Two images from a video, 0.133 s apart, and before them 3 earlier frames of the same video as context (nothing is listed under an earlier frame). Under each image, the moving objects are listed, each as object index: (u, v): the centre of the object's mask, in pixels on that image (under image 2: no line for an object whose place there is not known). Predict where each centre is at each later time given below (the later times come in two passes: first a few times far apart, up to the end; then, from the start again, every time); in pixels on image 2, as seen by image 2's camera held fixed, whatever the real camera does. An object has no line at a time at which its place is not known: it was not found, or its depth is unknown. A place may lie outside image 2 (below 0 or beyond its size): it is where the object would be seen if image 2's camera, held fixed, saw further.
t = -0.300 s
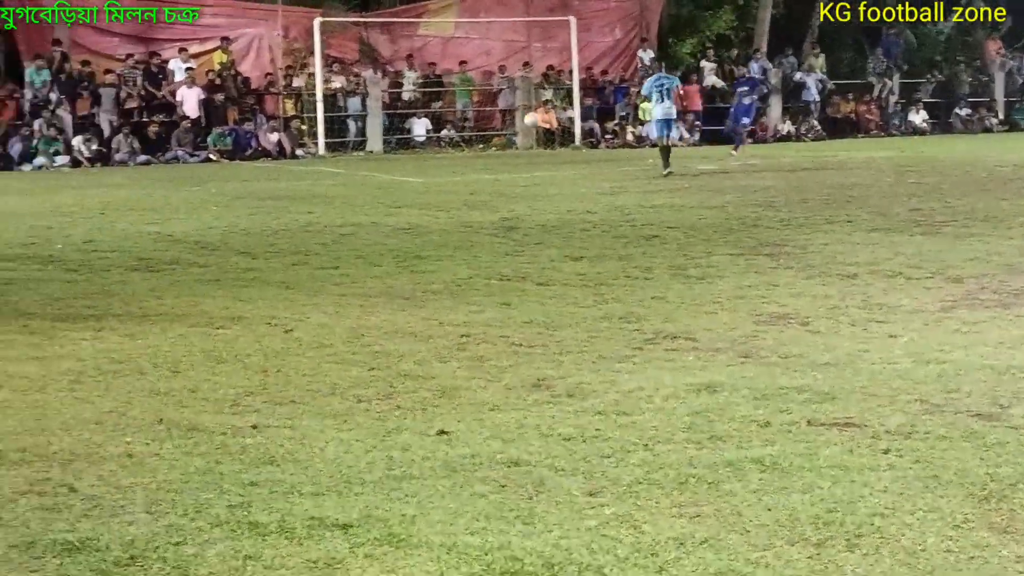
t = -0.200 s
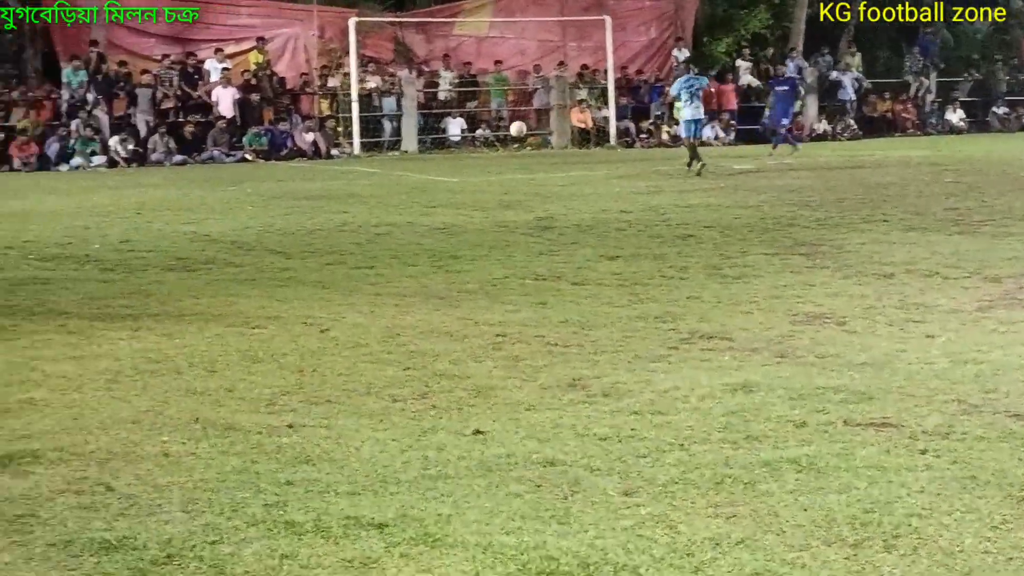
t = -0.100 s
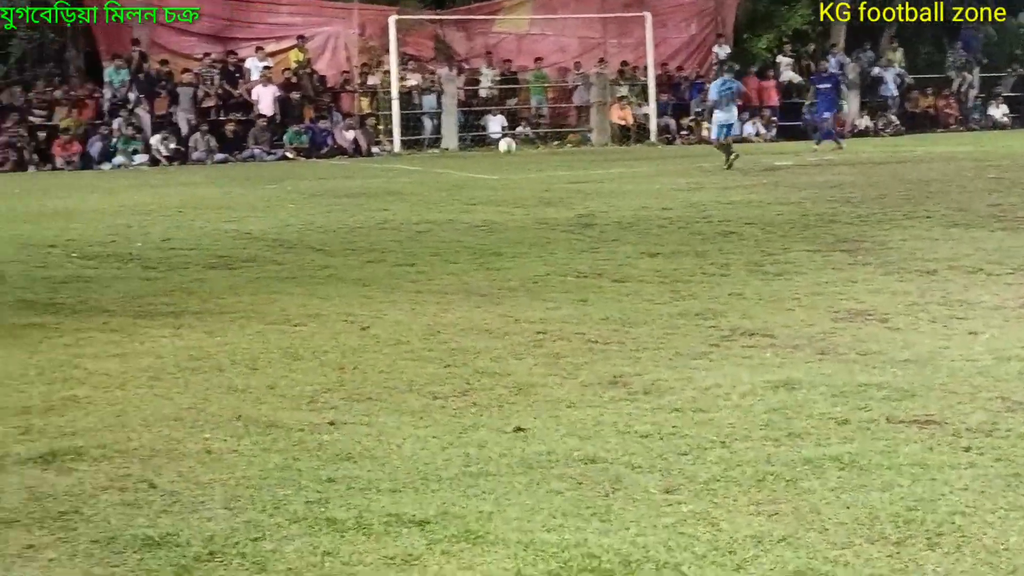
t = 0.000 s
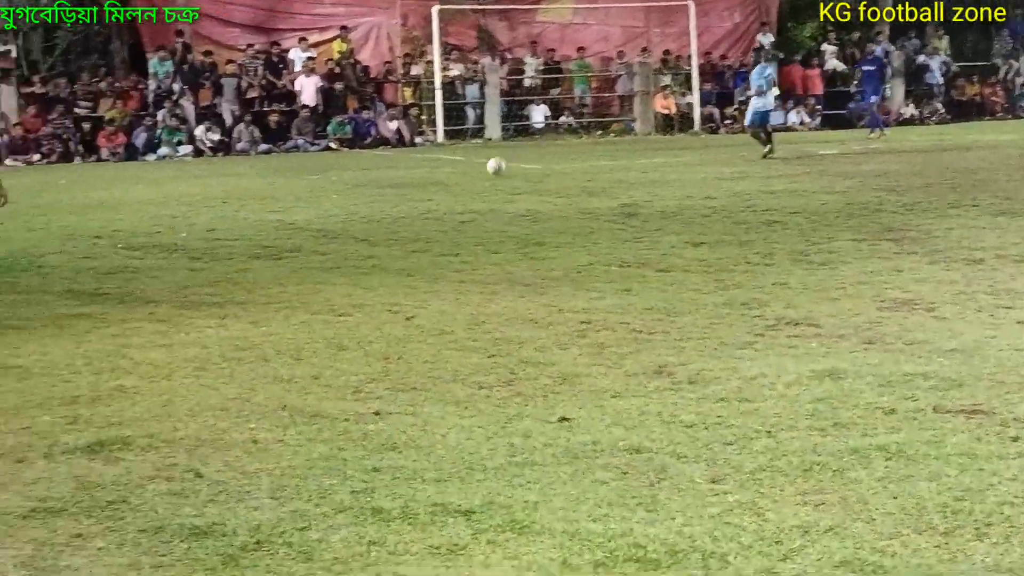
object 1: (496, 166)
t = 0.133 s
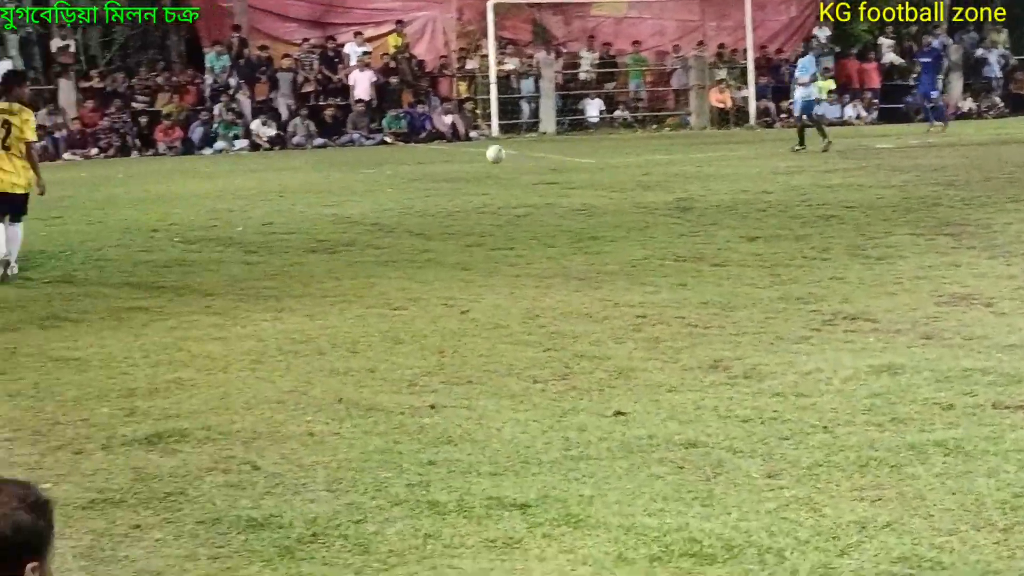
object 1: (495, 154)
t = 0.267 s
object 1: (447, 145)
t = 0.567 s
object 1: (322, 179)
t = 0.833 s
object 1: (195, 193)
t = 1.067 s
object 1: (69, 226)
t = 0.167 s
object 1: (484, 150)
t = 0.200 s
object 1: (473, 149)
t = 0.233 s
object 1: (461, 146)
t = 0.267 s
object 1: (447, 145)
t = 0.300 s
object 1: (434, 144)
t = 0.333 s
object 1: (421, 144)
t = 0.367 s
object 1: (408, 146)
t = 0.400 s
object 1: (394, 149)
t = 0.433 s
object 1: (380, 152)
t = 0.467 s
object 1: (366, 157)
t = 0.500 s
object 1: (352, 163)
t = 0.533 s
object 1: (337, 171)
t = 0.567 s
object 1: (322, 179)
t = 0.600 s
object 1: (307, 189)
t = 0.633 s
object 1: (292, 202)
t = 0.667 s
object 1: (277, 208)
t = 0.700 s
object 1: (261, 202)
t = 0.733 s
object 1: (246, 198)
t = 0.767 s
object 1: (229, 195)
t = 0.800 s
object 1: (213, 193)
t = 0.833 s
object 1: (195, 193)
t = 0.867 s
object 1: (178, 194)
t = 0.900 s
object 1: (162, 195)
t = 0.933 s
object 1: (144, 198)
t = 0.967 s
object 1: (126, 203)
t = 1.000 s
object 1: (107, 209)
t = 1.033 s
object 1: (88, 217)
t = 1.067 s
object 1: (69, 226)
